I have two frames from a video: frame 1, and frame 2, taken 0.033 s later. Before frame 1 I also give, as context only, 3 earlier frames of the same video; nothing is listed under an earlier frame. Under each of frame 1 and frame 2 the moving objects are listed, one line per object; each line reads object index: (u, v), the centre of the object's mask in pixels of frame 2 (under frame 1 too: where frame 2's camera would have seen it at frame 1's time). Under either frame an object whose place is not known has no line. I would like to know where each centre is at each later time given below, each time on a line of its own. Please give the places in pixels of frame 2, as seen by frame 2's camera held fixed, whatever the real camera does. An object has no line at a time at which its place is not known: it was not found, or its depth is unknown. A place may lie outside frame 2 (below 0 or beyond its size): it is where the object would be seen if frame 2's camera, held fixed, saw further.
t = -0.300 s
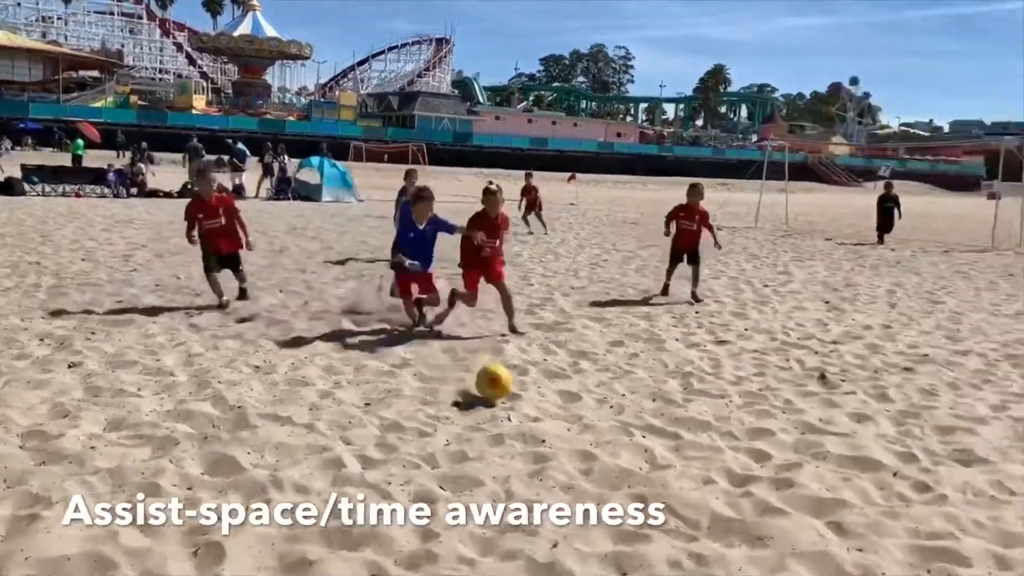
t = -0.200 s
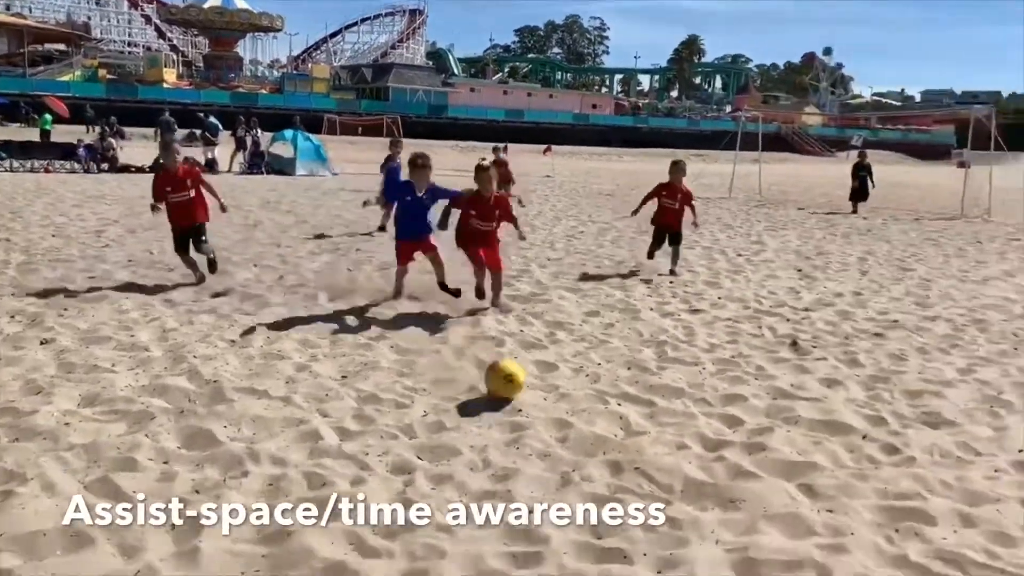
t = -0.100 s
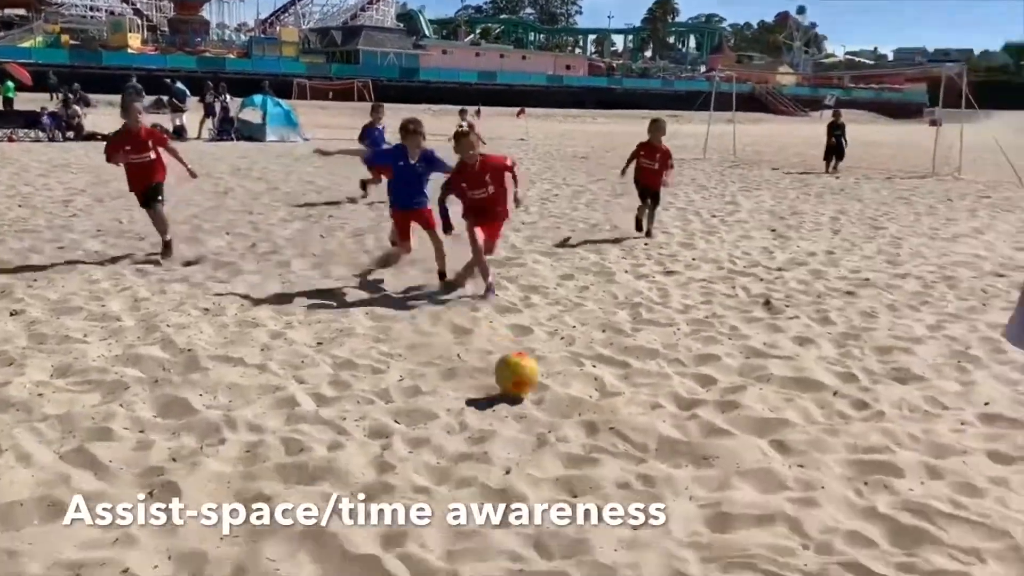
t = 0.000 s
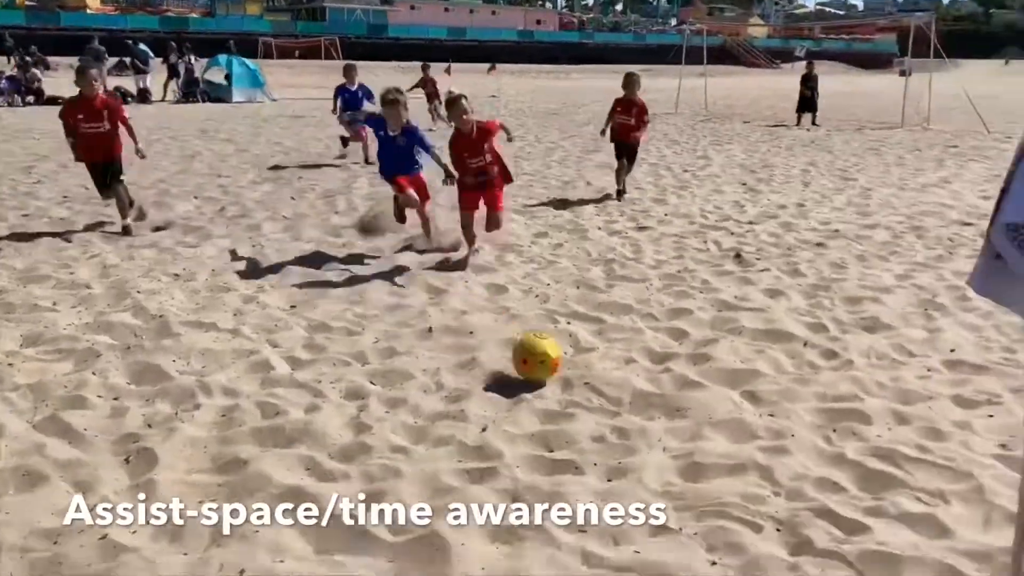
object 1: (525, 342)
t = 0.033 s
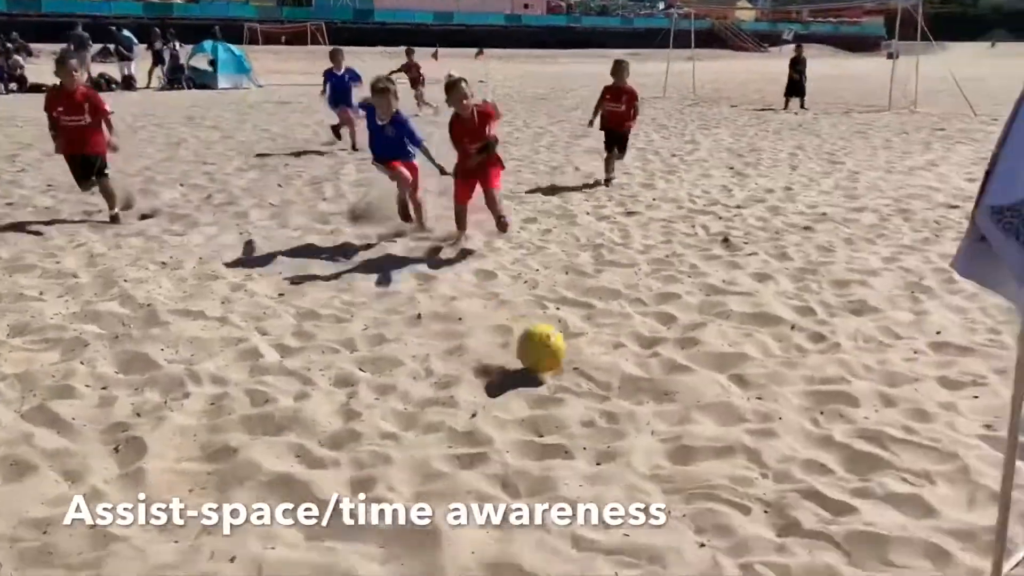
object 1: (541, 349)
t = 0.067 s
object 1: (557, 358)
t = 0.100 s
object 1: (573, 369)
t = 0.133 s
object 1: (590, 379)
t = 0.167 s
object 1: (606, 382)
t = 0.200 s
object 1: (624, 384)
